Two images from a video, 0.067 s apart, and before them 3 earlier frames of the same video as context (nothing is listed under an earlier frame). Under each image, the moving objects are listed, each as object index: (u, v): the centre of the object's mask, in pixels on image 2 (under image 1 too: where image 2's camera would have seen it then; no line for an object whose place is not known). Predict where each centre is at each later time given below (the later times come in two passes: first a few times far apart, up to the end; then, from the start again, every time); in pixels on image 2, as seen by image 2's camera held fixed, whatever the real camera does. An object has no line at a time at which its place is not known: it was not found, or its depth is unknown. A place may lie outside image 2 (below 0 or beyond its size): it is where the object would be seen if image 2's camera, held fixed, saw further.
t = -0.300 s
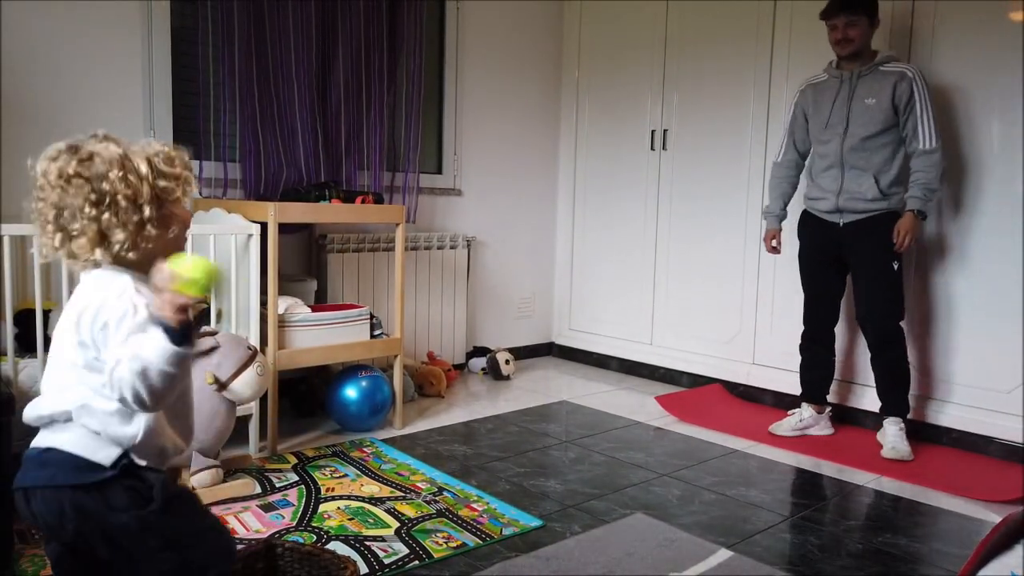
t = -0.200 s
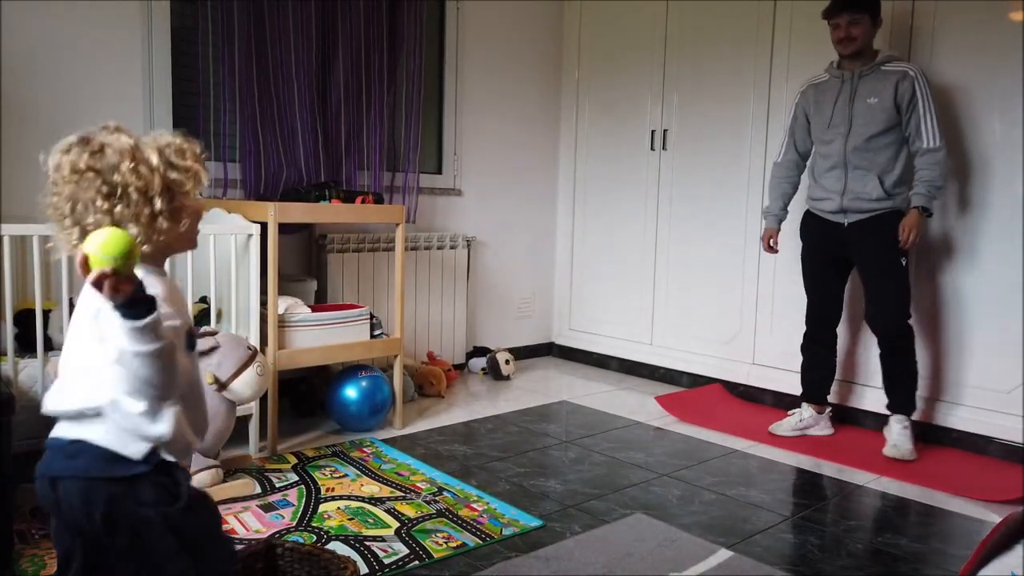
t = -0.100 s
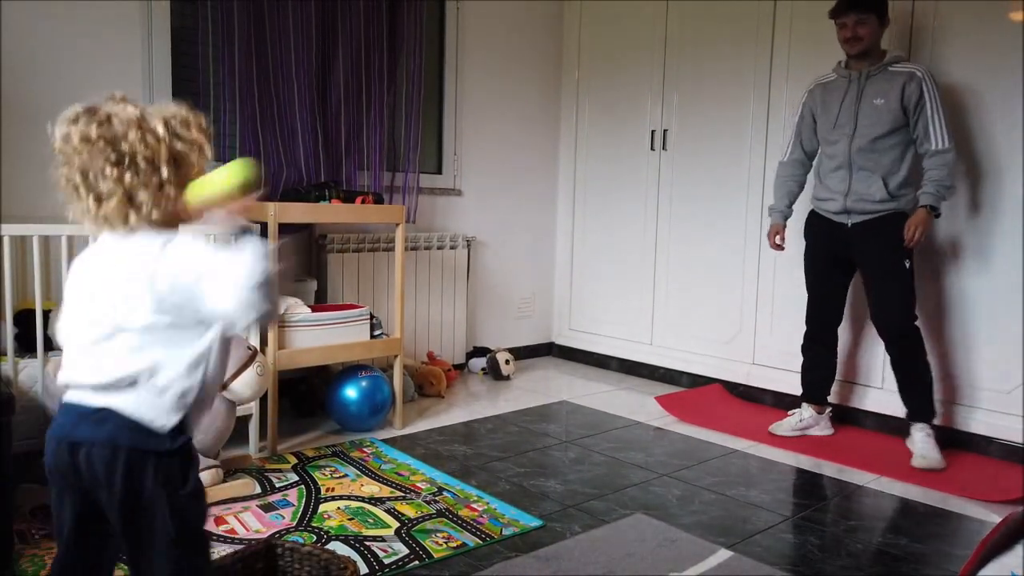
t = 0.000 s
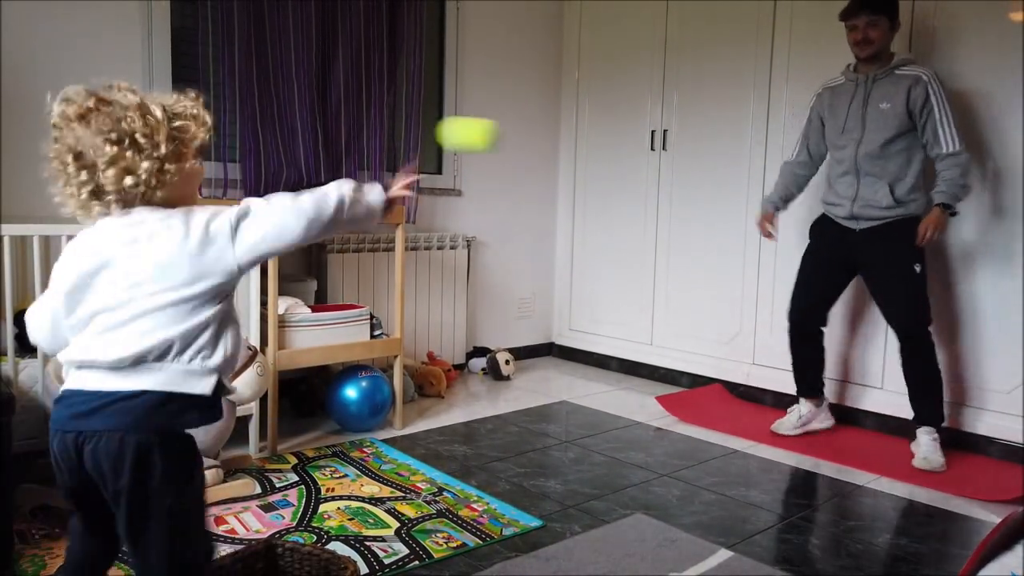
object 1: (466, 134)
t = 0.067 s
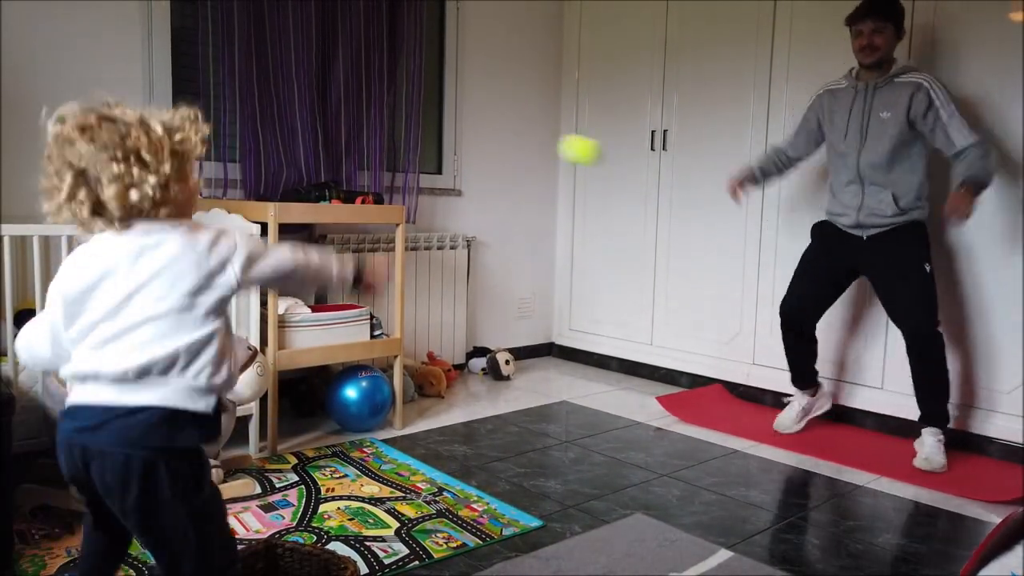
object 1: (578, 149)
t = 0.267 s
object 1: (750, 250)
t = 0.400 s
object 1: (798, 333)
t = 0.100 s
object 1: (620, 162)
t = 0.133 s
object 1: (654, 176)
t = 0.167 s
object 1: (683, 192)
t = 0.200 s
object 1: (709, 210)
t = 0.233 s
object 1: (732, 229)
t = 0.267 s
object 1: (750, 250)
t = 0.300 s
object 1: (767, 270)
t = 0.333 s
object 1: (782, 291)
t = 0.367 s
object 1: (796, 312)
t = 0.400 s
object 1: (798, 333)
